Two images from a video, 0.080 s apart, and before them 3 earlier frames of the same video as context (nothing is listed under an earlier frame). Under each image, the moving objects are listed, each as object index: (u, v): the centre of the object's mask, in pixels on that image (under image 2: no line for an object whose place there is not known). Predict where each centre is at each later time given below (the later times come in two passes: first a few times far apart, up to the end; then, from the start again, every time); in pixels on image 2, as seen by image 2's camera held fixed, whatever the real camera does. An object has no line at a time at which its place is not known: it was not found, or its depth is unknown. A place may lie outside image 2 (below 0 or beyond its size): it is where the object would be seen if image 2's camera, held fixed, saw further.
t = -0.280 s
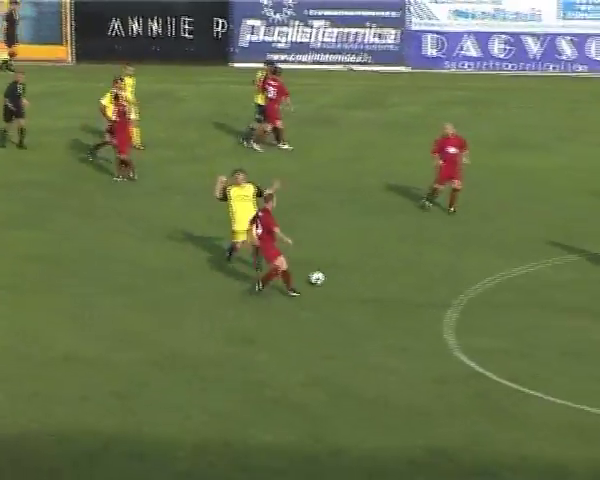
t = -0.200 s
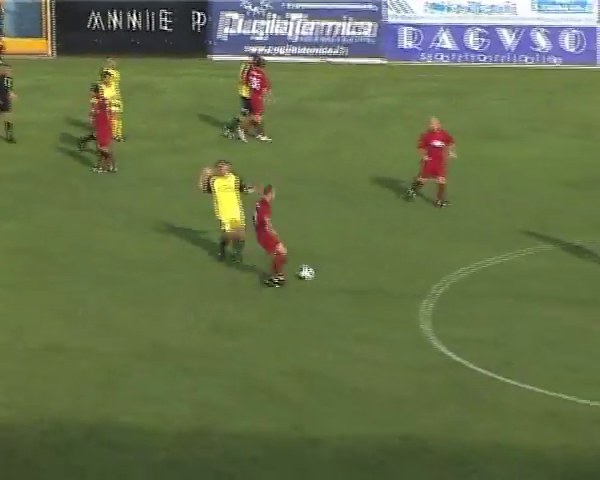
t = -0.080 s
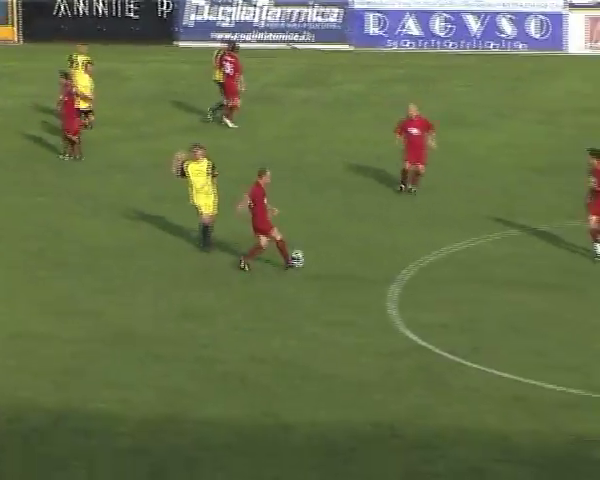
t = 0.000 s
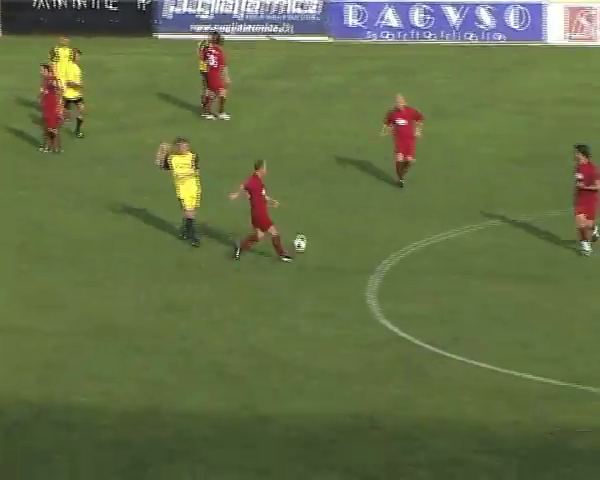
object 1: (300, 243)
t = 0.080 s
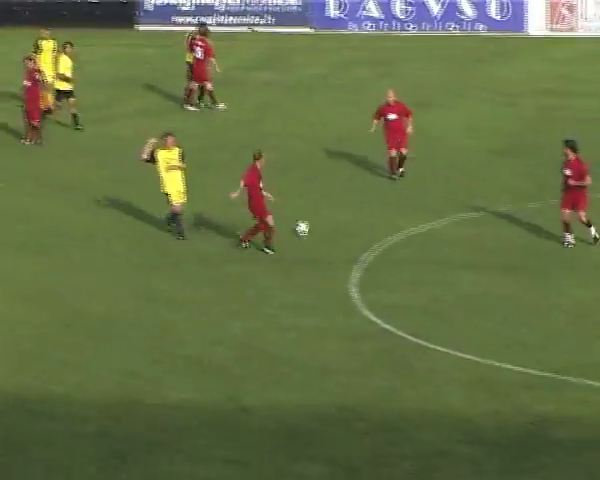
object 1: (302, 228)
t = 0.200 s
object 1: (328, 218)
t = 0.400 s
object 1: (363, 206)
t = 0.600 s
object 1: (395, 196)
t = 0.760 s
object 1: (419, 193)
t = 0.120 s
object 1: (310, 224)
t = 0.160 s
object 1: (318, 221)
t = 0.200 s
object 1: (328, 218)
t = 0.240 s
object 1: (335, 216)
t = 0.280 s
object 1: (343, 214)
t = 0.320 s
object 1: (350, 211)
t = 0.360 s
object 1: (356, 208)
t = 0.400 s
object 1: (363, 206)
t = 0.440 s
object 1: (369, 206)
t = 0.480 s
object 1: (376, 205)
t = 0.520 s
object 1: (383, 201)
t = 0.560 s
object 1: (389, 198)
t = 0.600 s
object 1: (395, 196)
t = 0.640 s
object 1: (401, 194)
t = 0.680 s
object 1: (408, 195)
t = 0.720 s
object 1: (414, 195)
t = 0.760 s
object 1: (419, 193)
